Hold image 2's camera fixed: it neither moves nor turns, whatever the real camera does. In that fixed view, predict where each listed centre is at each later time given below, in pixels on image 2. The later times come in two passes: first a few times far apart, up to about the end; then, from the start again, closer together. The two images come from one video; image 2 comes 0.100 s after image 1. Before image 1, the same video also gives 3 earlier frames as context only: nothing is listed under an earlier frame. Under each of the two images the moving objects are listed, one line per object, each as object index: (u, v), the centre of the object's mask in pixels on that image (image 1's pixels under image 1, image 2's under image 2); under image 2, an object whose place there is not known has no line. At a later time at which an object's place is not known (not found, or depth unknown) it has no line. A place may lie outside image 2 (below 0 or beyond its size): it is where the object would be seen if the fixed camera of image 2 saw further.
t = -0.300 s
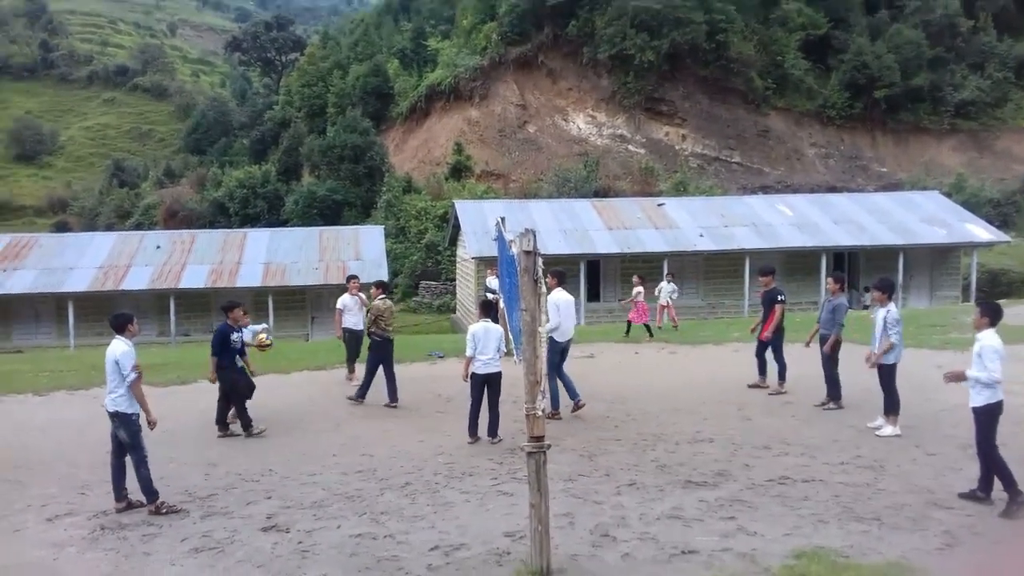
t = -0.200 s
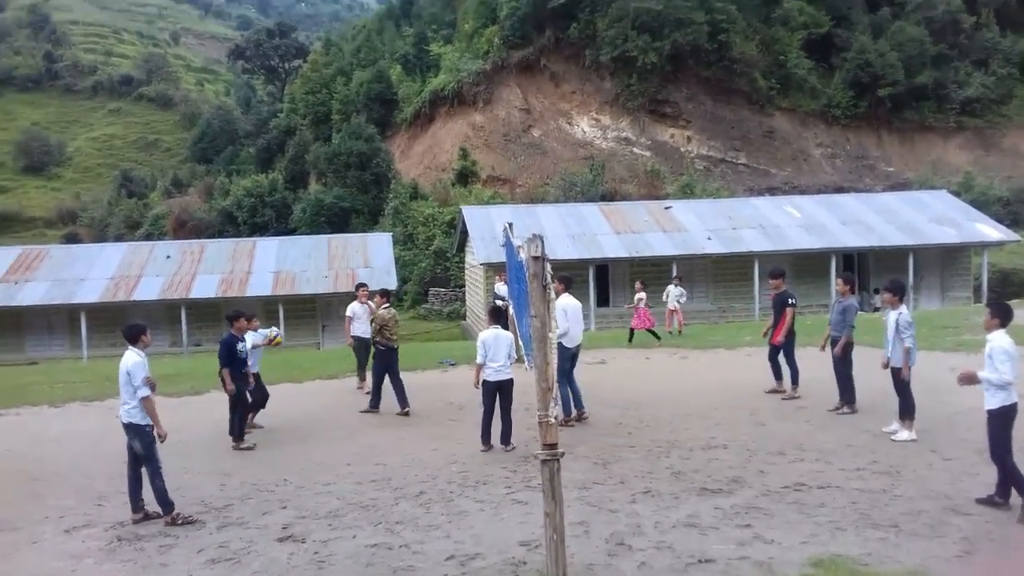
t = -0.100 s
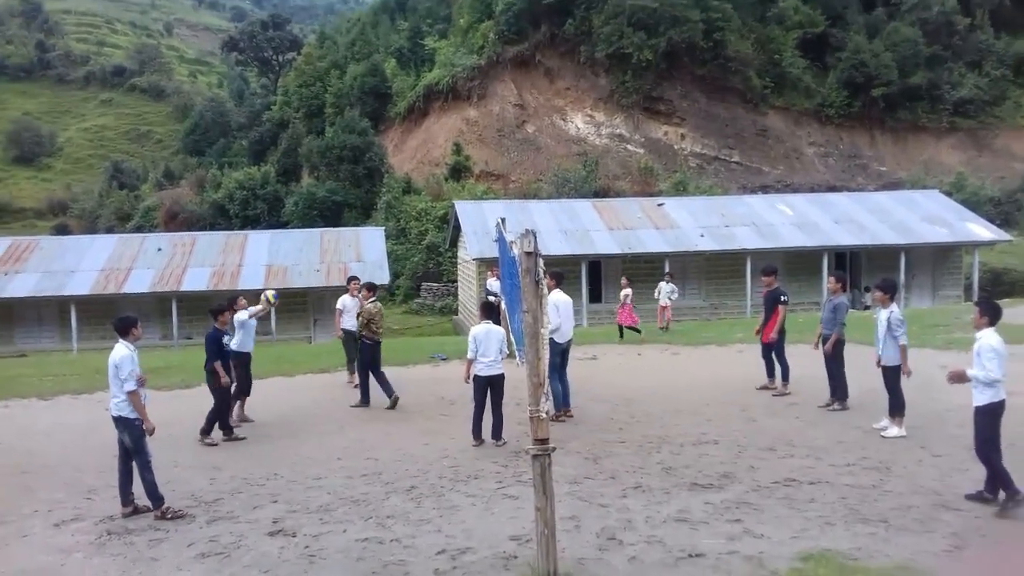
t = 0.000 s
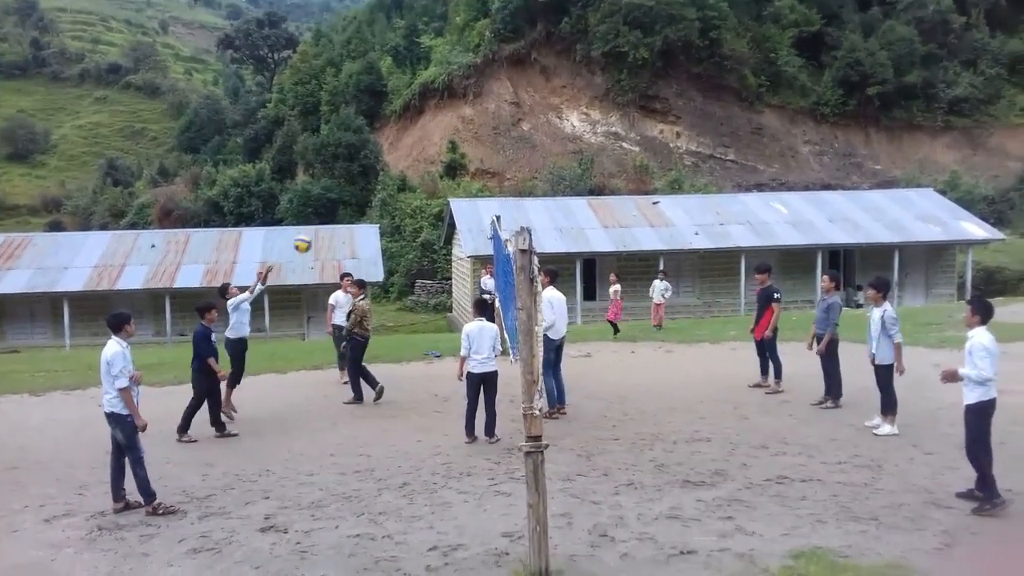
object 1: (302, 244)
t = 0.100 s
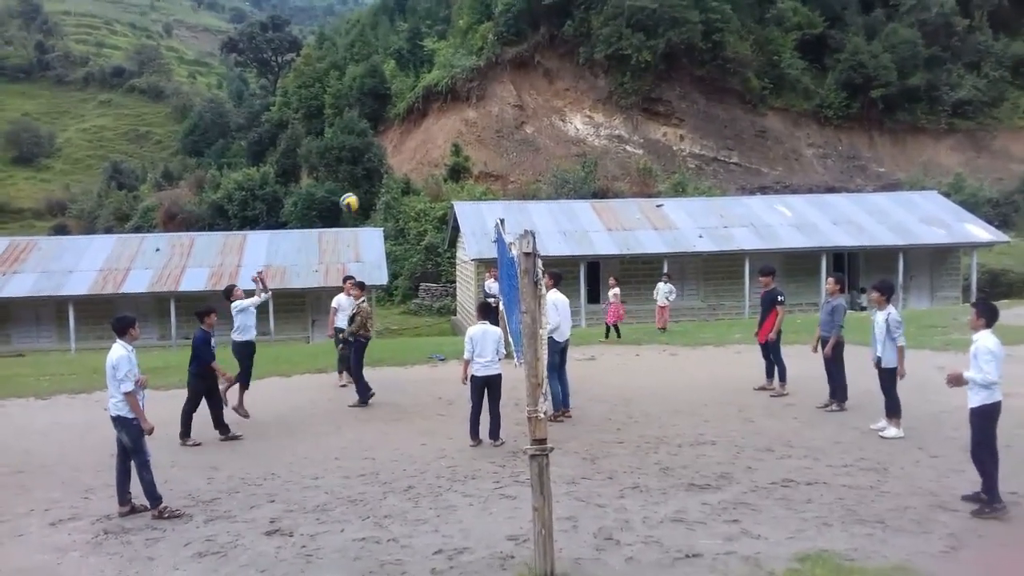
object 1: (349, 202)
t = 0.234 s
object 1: (405, 156)
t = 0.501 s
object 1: (520, 110)
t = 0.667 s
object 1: (592, 114)
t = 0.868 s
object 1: (680, 150)
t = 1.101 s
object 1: (781, 237)
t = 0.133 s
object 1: (363, 190)
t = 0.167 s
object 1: (377, 177)
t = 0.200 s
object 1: (391, 166)
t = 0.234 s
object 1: (405, 156)
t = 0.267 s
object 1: (420, 146)
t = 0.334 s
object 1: (448, 132)
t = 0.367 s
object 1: (462, 125)
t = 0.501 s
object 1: (520, 110)
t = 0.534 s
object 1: (534, 108)
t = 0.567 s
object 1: (549, 108)
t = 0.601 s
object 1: (563, 109)
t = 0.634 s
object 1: (577, 111)
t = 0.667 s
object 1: (592, 114)
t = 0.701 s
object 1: (607, 117)
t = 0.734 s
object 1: (622, 122)
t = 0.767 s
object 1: (636, 128)
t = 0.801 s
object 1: (651, 134)
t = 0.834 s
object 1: (666, 142)
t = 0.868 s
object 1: (680, 150)
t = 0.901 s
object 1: (695, 159)
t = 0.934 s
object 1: (709, 169)
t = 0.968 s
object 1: (723, 179)
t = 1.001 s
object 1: (738, 194)
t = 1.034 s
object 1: (752, 208)
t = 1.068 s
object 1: (767, 222)
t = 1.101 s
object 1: (781, 237)
